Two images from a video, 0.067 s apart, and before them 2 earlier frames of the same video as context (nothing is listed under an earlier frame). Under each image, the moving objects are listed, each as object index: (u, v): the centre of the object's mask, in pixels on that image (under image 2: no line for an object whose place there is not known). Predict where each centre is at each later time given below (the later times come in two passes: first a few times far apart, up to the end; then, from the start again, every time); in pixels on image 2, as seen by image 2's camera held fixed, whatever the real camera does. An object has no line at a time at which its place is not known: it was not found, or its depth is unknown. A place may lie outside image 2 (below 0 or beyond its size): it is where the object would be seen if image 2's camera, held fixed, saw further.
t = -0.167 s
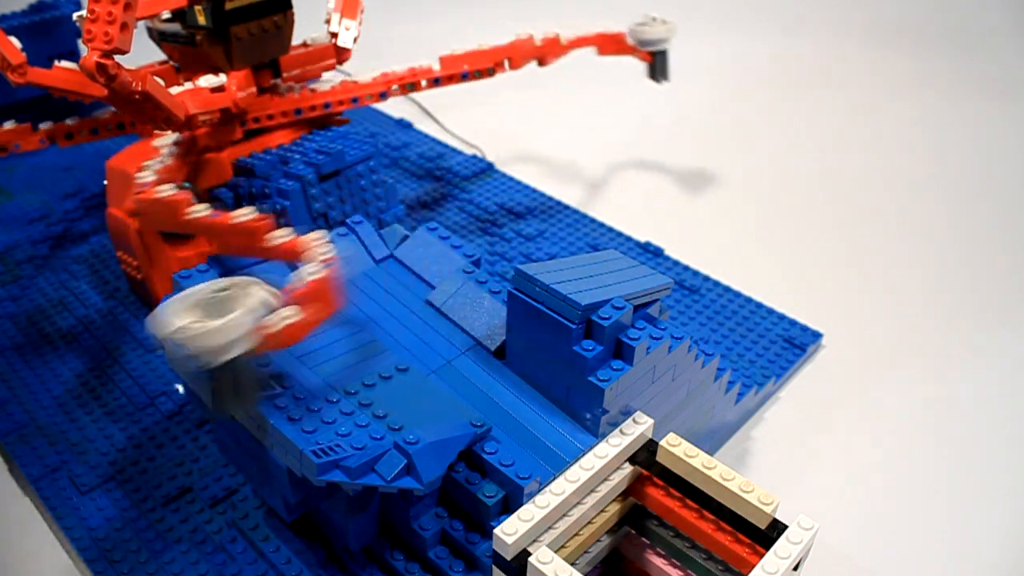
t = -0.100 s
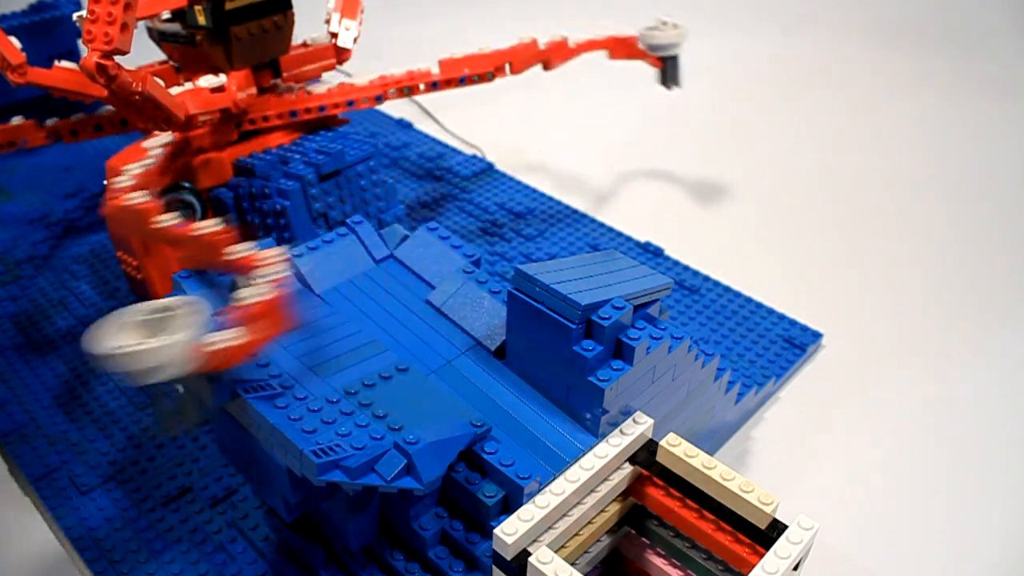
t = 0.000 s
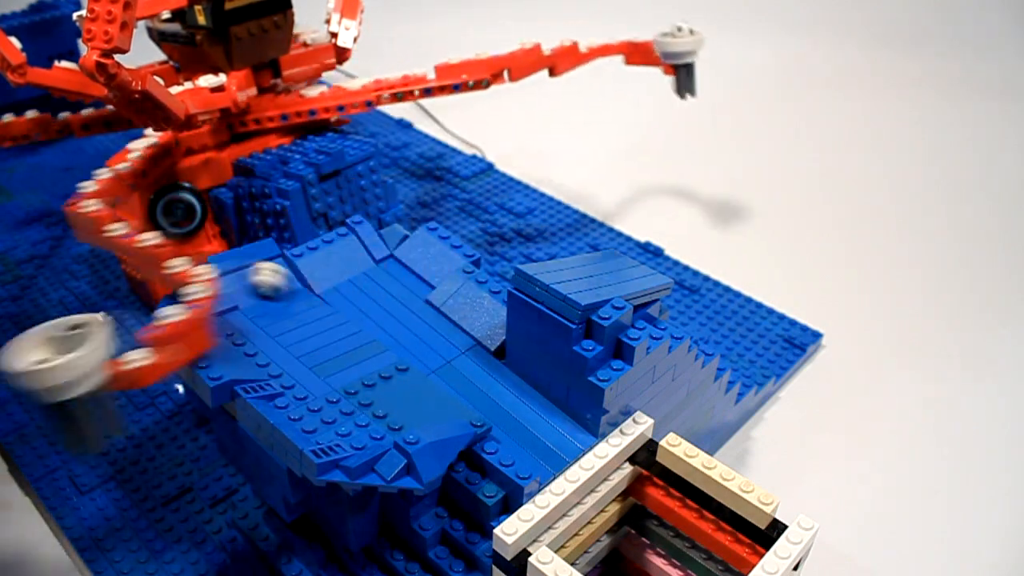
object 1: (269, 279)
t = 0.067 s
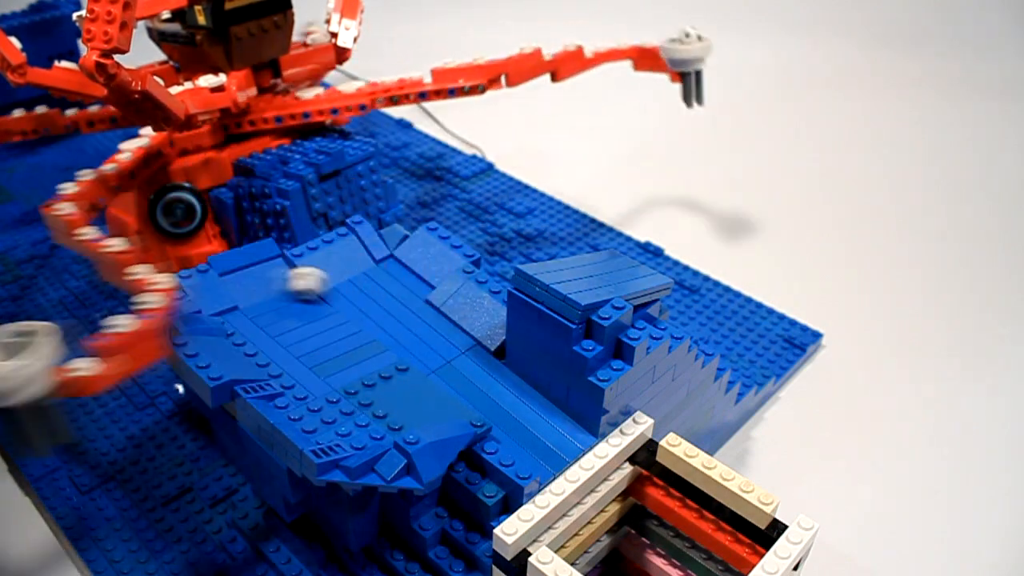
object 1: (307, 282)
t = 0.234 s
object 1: (411, 312)
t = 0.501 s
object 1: (480, 378)
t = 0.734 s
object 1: (586, 439)
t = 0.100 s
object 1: (325, 286)
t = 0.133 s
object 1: (344, 292)
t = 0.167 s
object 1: (365, 298)
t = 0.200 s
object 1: (386, 305)
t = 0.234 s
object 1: (411, 312)
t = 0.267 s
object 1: (436, 320)
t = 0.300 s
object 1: (462, 329)
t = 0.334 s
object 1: (482, 343)
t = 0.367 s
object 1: (472, 356)
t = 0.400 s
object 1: (462, 366)
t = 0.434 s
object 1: (459, 375)
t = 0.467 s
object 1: (469, 375)
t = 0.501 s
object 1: (480, 378)
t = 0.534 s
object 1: (493, 382)
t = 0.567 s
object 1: (506, 386)
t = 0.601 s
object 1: (522, 393)
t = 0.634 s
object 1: (540, 401)
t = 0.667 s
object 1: (557, 411)
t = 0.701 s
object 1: (571, 425)
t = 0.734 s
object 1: (586, 439)
